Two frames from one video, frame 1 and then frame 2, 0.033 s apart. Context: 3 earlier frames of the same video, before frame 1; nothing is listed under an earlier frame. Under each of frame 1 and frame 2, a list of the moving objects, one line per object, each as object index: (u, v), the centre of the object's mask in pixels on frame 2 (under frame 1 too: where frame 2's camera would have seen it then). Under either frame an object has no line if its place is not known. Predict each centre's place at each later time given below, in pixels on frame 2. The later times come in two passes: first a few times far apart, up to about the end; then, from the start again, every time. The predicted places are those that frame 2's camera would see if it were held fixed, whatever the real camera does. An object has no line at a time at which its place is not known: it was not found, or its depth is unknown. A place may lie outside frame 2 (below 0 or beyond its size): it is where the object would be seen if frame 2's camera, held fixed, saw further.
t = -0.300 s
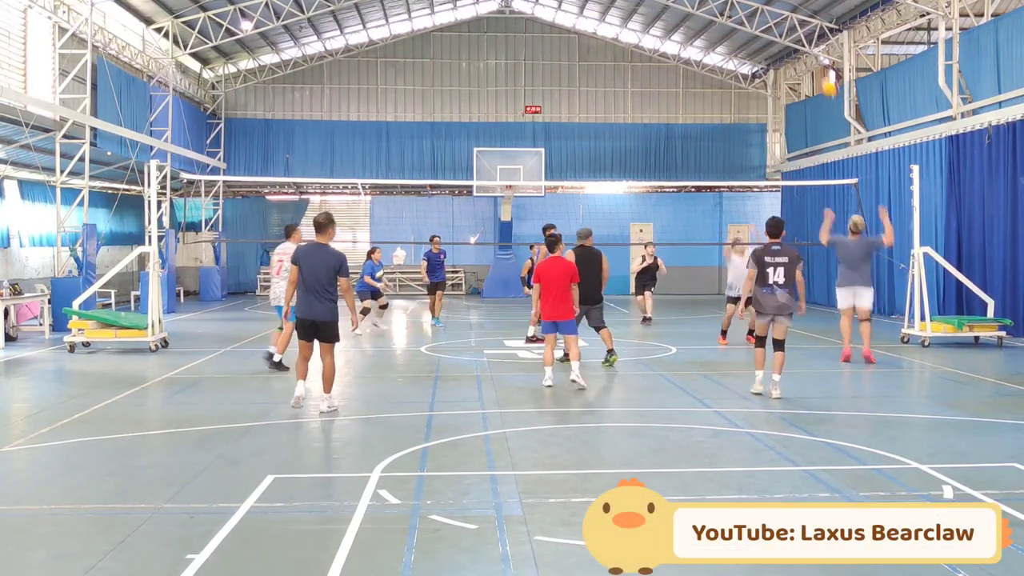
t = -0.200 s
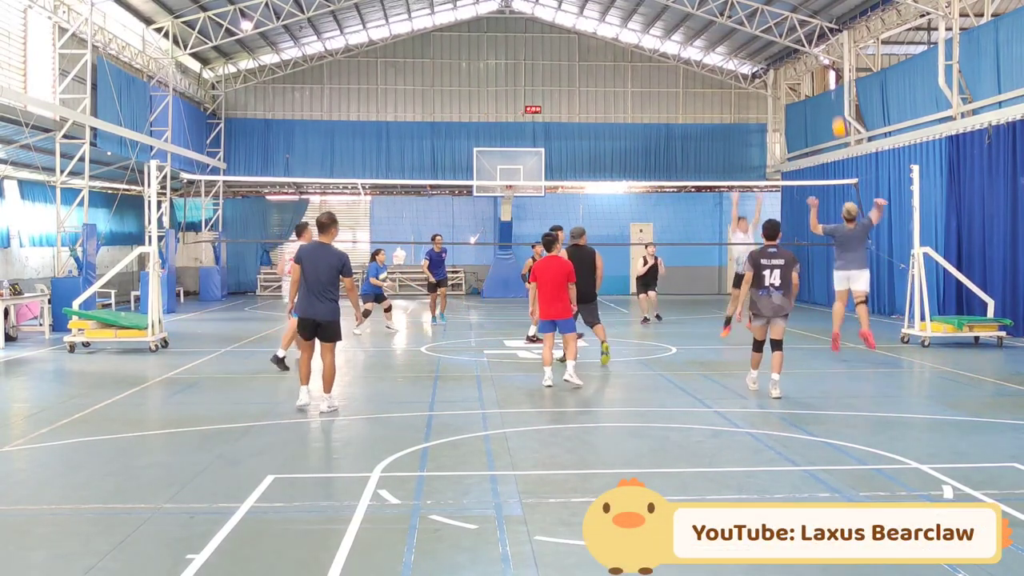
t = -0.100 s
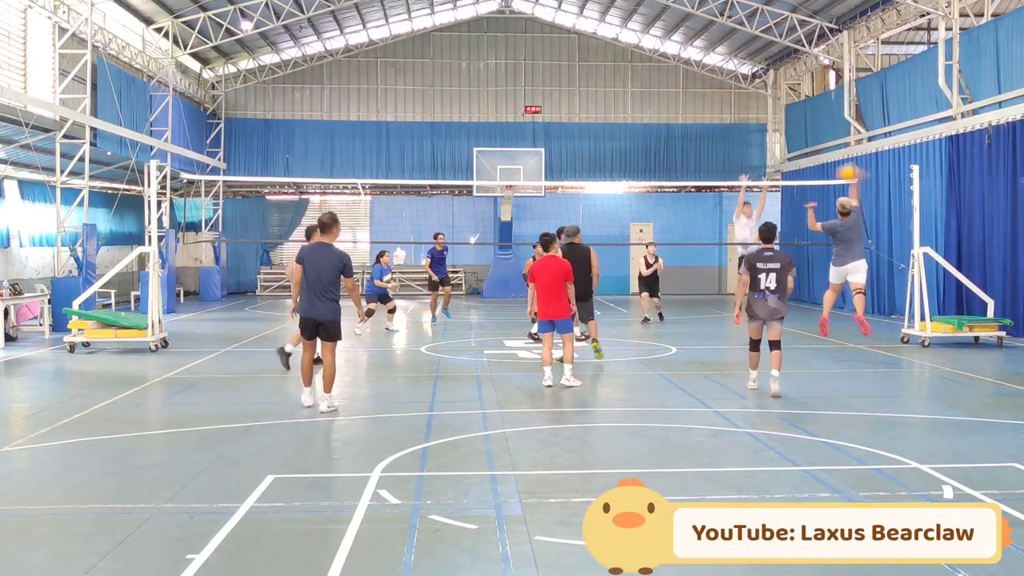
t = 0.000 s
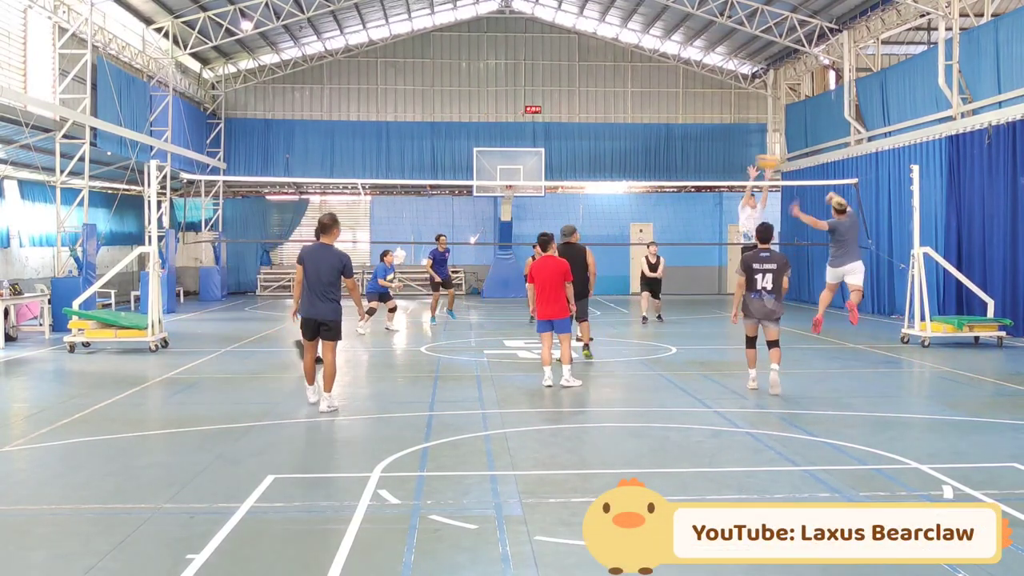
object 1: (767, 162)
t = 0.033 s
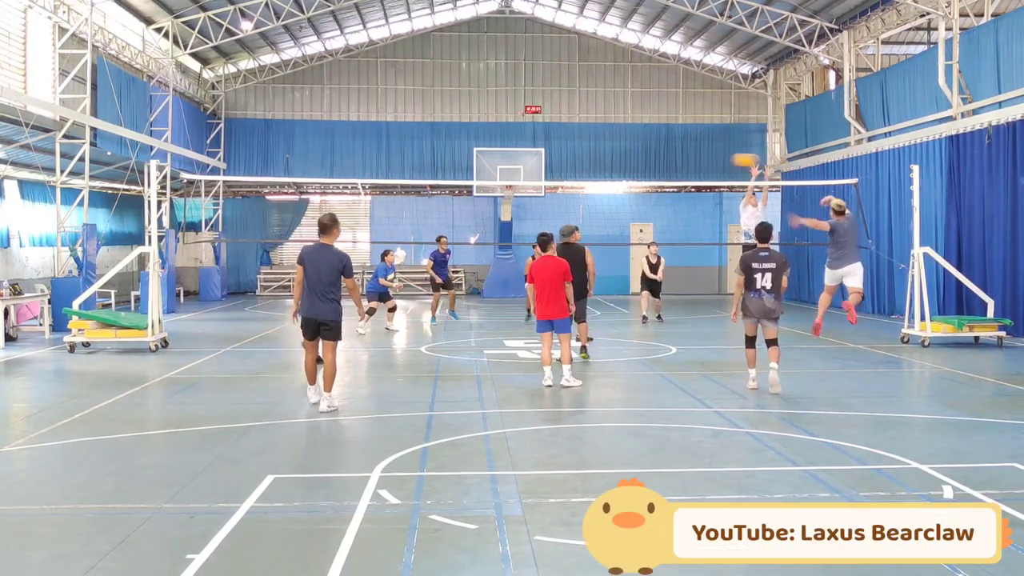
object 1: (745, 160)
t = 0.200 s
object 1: (640, 164)
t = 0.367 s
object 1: (558, 178)
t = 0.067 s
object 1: (722, 159)
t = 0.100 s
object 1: (699, 159)
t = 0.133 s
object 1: (679, 160)
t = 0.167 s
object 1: (659, 161)
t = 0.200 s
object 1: (640, 164)
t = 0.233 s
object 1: (622, 166)
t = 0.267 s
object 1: (605, 170)
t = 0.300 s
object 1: (589, 173)
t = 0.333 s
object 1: (573, 176)
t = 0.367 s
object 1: (558, 178)
